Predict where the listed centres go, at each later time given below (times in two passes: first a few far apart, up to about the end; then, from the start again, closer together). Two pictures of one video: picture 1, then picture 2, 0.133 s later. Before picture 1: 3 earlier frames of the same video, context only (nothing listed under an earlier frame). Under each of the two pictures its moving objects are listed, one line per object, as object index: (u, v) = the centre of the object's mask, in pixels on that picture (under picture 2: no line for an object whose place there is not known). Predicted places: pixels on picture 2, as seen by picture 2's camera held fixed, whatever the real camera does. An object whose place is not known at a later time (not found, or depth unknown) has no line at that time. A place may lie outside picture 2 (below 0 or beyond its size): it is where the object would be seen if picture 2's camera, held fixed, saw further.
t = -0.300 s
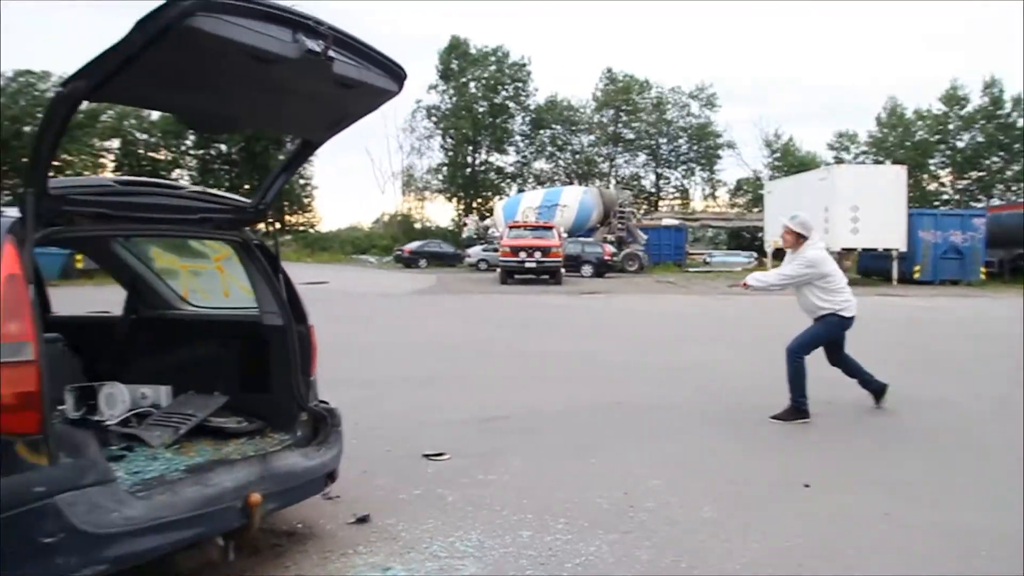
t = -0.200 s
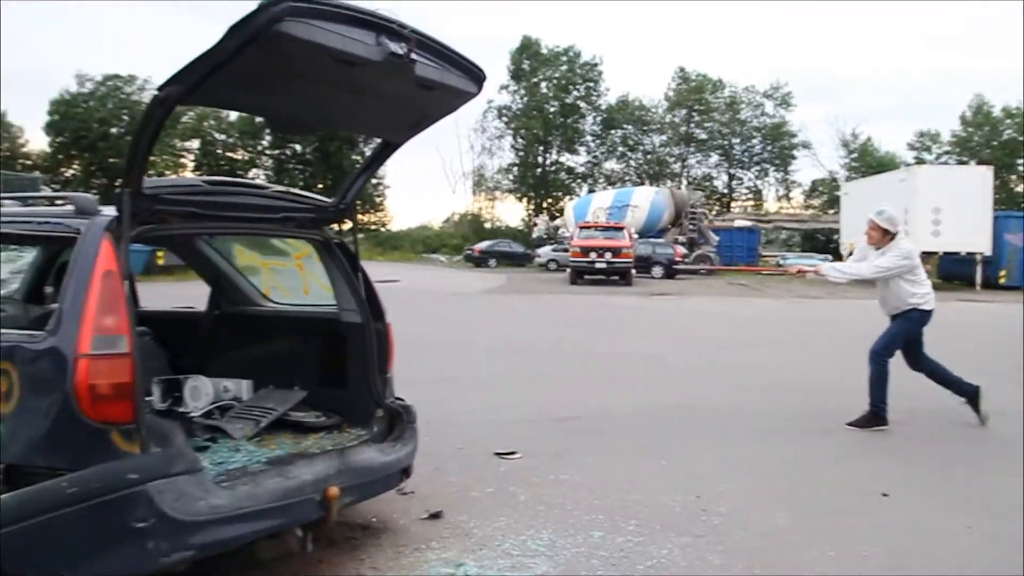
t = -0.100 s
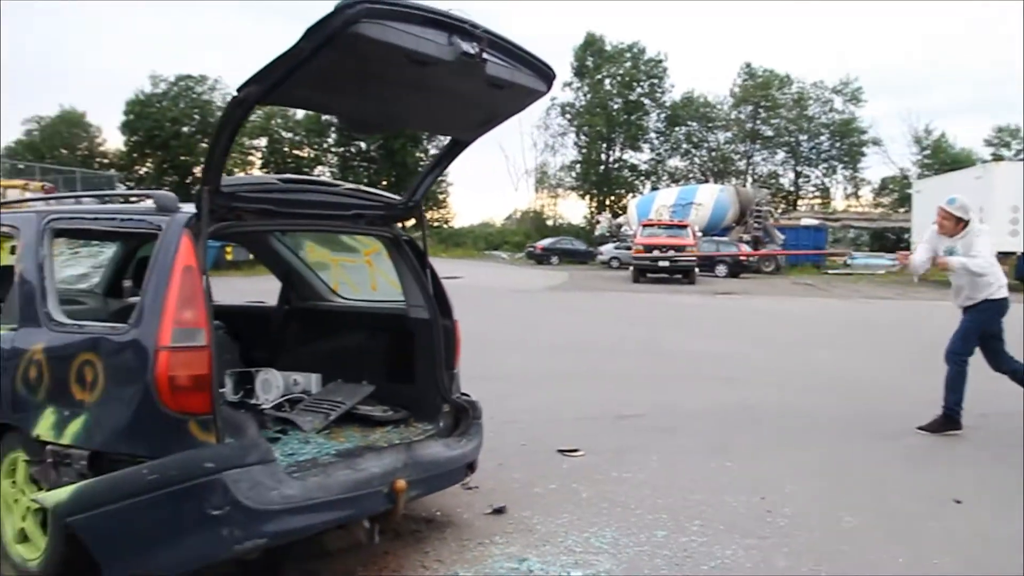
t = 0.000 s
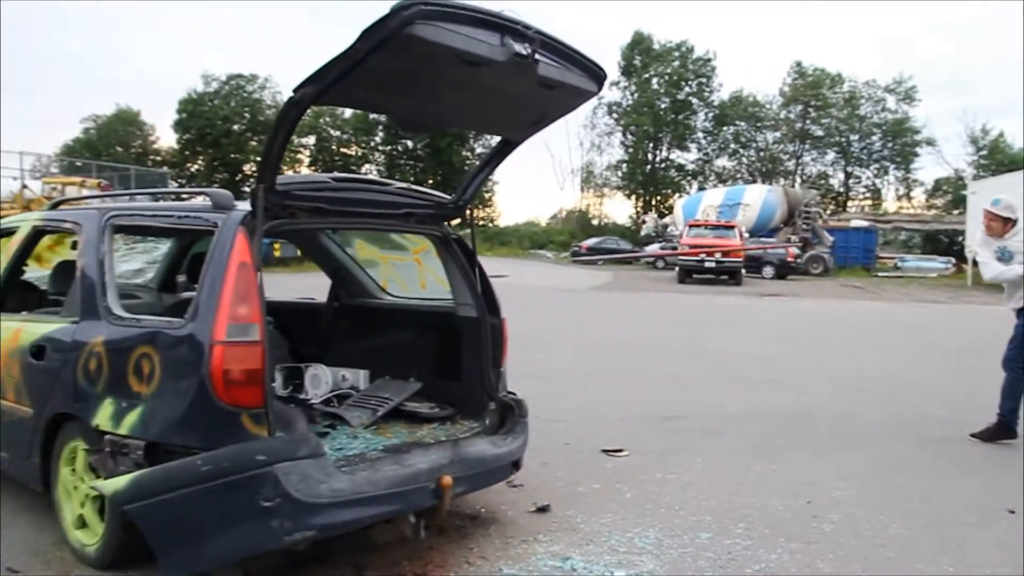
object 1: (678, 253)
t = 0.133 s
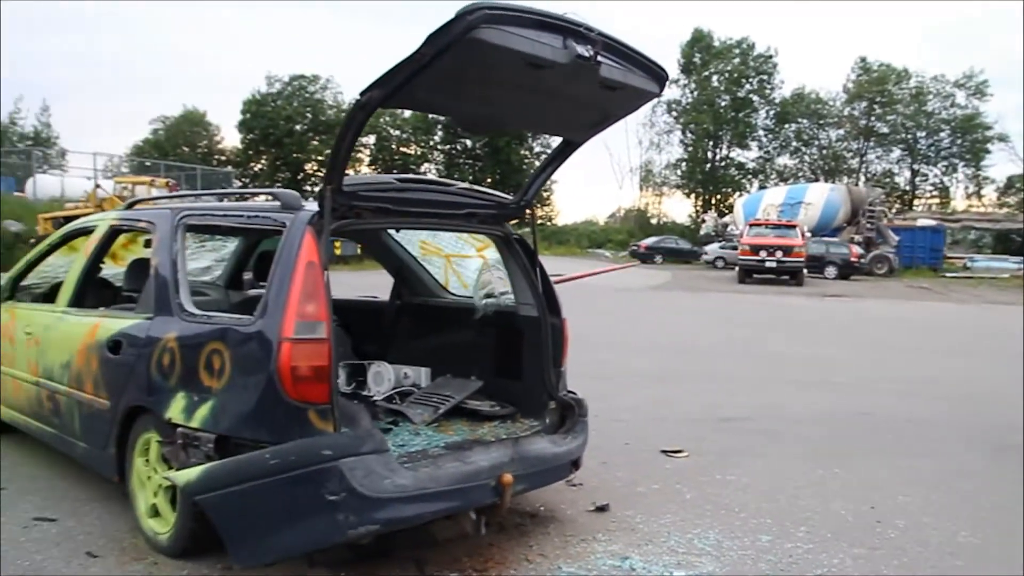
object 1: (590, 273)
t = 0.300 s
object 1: (374, 253)
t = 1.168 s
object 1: (400, 400)
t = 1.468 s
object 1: (397, 406)
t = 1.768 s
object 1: (396, 408)
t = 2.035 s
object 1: (395, 407)
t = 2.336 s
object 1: (394, 407)
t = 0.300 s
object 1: (374, 253)
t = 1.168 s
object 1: (400, 400)
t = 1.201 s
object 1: (399, 400)
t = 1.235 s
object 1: (400, 402)
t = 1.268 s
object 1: (401, 404)
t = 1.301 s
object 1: (400, 404)
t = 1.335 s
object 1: (399, 406)
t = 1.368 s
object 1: (398, 406)
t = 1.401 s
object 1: (398, 406)
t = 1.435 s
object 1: (398, 404)
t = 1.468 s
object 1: (397, 406)
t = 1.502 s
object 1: (397, 406)
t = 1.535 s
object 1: (396, 406)
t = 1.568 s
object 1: (396, 405)
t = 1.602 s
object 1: (396, 405)
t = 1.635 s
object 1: (396, 405)
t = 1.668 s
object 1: (396, 406)
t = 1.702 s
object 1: (396, 406)
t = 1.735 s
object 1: (396, 406)
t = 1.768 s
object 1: (396, 408)
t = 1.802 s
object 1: (395, 408)
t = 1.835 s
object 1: (395, 407)
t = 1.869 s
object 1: (395, 407)
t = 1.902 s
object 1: (395, 407)
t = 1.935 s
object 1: (395, 408)
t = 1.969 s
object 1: (395, 408)
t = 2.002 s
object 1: (395, 408)
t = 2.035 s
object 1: (395, 407)
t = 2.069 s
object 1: (395, 408)
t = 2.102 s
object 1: (395, 408)
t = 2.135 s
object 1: (395, 407)
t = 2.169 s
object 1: (395, 407)
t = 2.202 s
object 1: (395, 408)
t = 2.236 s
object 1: (395, 407)
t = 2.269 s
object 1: (395, 407)
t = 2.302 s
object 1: (395, 407)
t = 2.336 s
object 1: (394, 407)
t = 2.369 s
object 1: (394, 407)
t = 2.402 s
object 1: (394, 407)
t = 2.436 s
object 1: (394, 407)
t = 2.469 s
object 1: (395, 407)
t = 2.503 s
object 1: (394, 407)
